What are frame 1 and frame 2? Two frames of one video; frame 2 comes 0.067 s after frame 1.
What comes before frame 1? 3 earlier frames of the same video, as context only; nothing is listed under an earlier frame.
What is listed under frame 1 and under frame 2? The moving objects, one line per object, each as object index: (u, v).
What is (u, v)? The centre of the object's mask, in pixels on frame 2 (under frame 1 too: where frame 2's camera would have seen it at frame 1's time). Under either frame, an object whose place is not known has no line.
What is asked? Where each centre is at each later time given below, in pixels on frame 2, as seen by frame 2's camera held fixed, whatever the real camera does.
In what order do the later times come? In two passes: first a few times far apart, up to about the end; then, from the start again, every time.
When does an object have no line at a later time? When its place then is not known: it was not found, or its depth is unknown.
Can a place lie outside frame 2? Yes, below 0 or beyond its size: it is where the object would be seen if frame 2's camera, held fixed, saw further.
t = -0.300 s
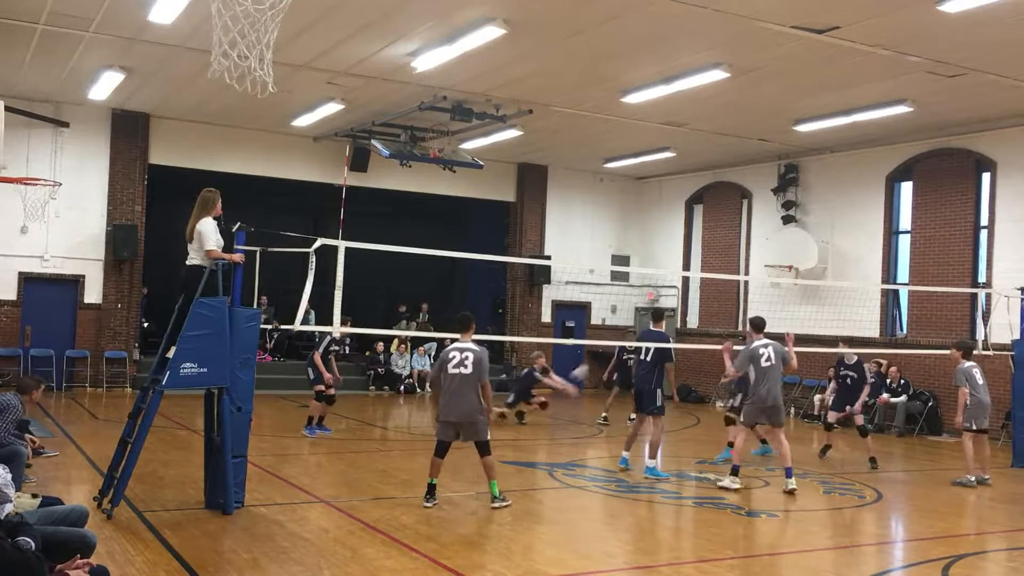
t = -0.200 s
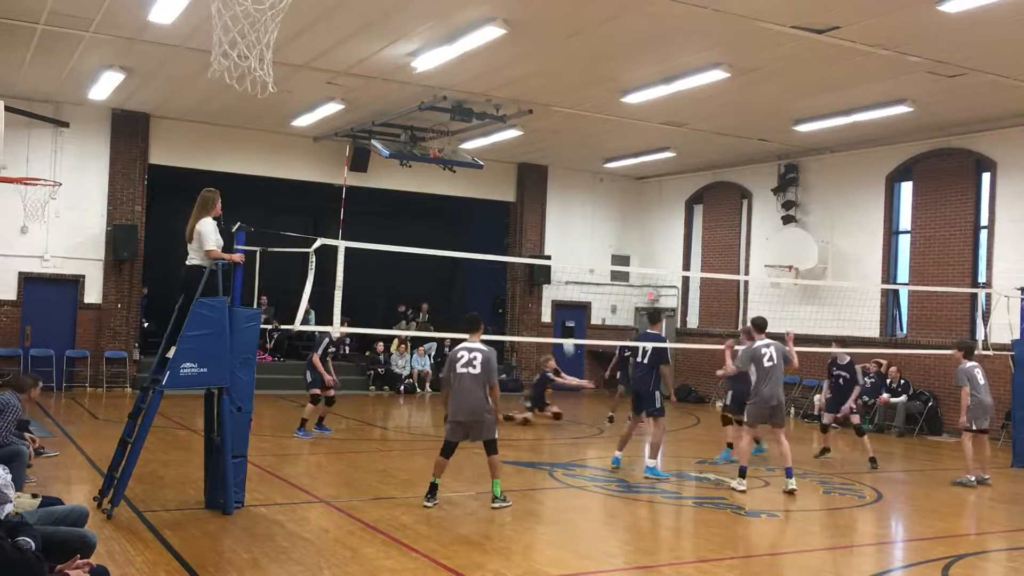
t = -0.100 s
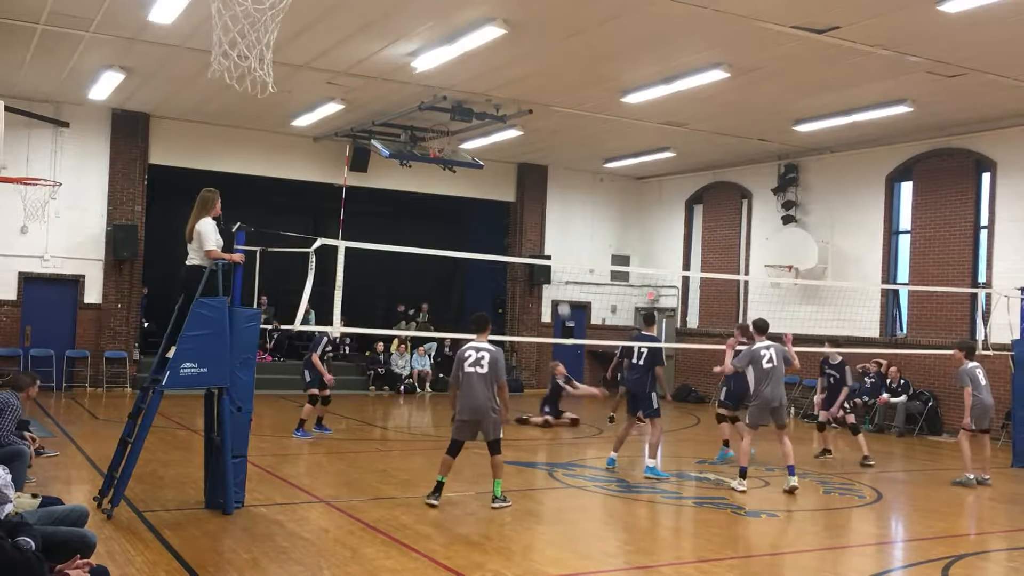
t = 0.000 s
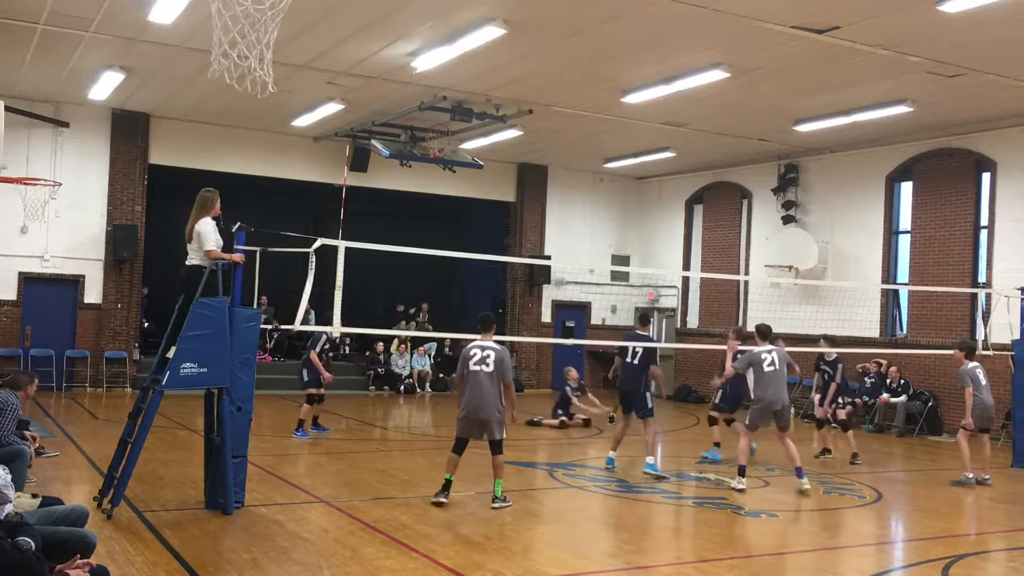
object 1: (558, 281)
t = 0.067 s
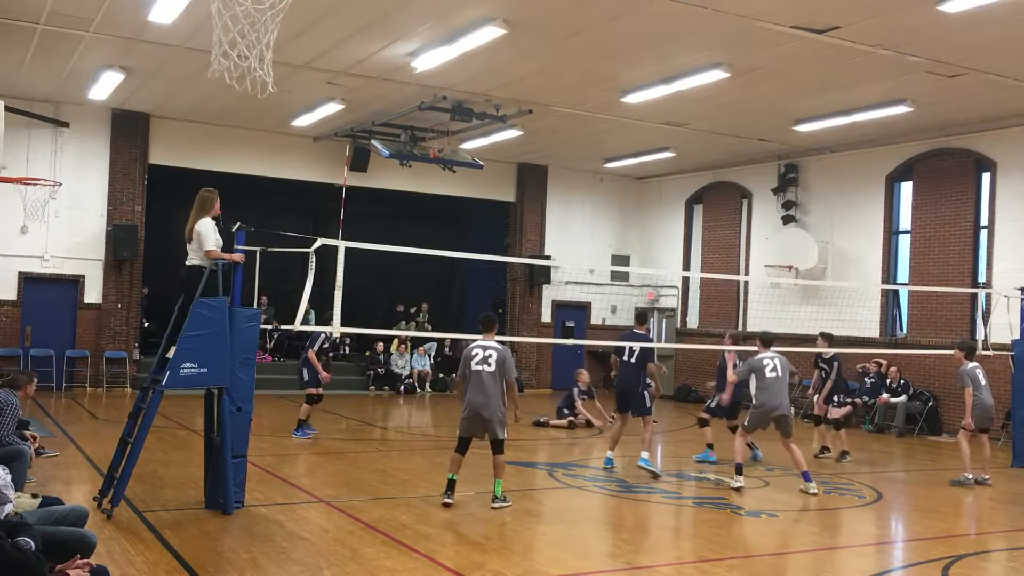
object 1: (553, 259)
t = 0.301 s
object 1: (540, 223)
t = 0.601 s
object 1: (518, 222)
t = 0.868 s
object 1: (495, 271)
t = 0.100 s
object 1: (553, 256)
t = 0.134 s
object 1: (551, 250)
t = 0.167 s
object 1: (548, 241)
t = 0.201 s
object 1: (546, 236)
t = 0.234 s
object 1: (543, 231)
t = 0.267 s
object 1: (542, 226)
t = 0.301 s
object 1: (540, 223)
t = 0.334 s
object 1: (537, 220)
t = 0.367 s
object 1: (536, 217)
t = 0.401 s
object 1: (533, 217)
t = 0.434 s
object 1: (530, 215)
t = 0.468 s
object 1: (528, 216)
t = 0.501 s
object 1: (526, 216)
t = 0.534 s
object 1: (523, 217)
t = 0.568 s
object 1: (520, 219)
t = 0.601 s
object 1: (518, 222)
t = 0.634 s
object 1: (515, 226)
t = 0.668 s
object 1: (512, 230)
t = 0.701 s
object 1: (510, 235)
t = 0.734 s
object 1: (507, 241)
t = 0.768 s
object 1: (504, 247)
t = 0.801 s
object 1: (502, 251)
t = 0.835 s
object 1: (498, 262)
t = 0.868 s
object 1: (495, 271)
